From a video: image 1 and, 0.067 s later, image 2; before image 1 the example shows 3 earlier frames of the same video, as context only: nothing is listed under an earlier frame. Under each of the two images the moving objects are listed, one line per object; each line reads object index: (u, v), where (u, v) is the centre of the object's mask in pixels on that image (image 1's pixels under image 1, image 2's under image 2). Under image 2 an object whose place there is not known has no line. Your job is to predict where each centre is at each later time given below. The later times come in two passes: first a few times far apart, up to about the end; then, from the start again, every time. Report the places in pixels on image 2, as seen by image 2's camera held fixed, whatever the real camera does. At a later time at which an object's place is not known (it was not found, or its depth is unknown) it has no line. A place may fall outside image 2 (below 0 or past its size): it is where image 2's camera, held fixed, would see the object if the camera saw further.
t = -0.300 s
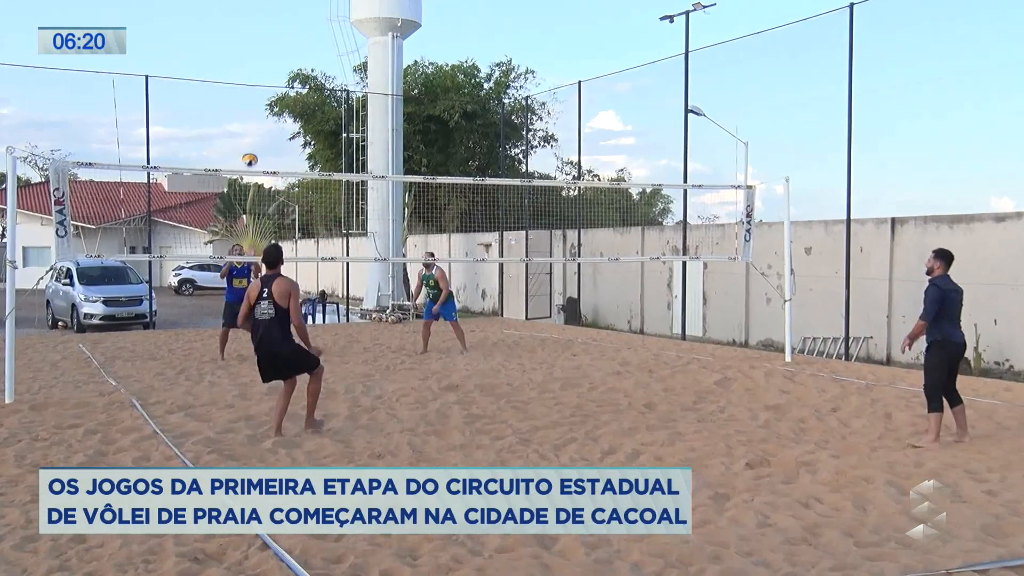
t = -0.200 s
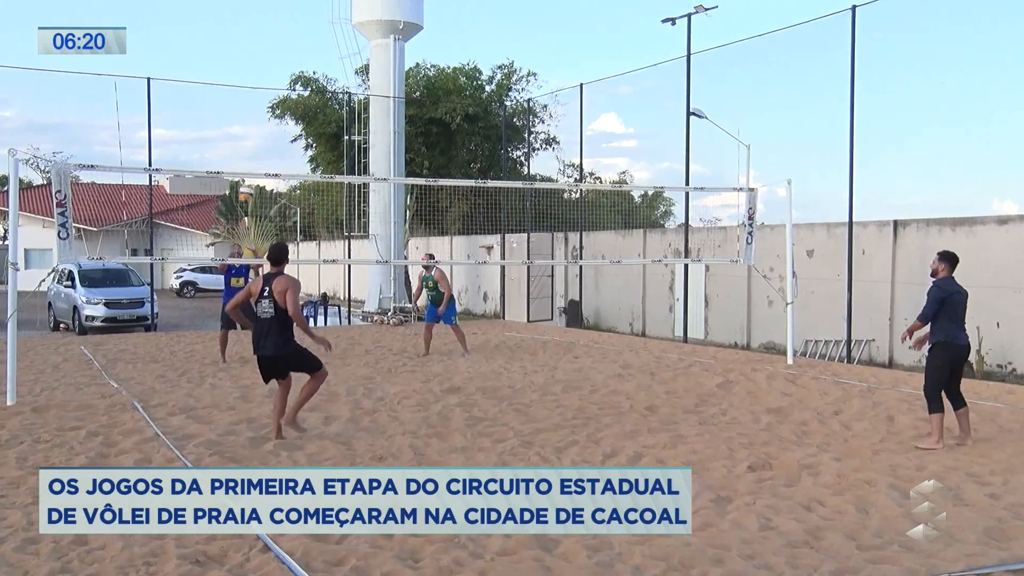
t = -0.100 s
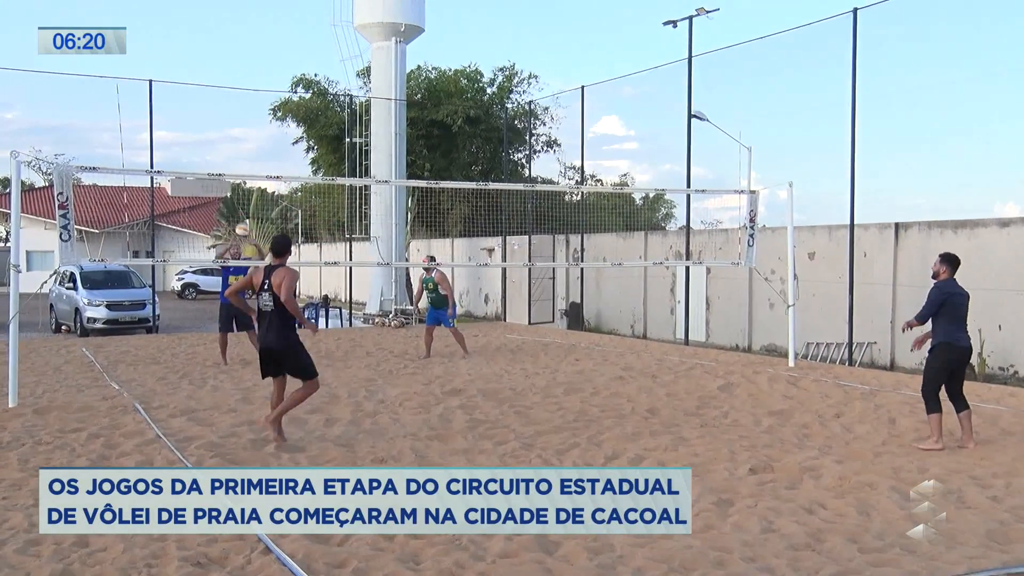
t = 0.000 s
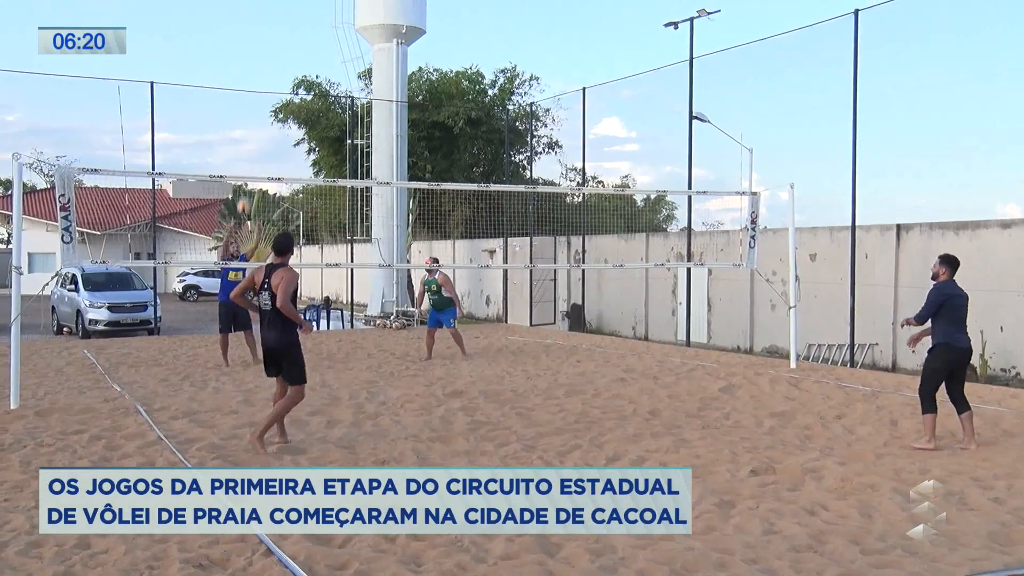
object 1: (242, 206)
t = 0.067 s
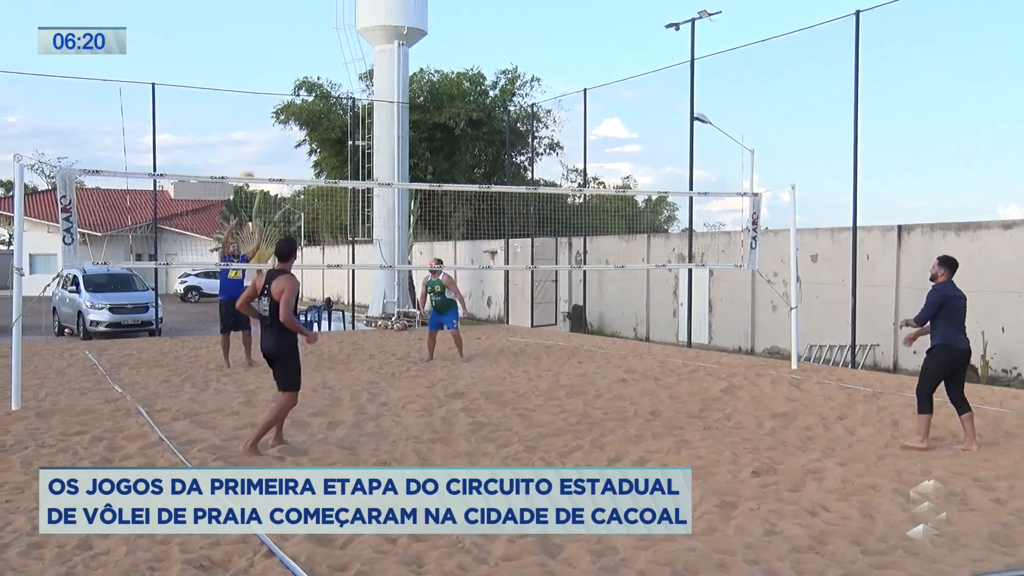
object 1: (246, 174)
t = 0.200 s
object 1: (248, 123)
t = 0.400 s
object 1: (251, 69)
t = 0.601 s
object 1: (254, 43)
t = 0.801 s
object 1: (258, 44)
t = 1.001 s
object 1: (261, 72)
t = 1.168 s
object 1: (264, 117)
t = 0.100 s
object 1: (246, 161)
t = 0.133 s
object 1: (247, 147)
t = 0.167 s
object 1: (247, 135)
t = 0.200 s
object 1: (248, 123)
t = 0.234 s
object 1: (248, 112)
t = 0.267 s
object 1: (249, 102)
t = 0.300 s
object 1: (249, 92)
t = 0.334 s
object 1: (250, 84)
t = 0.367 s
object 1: (250, 76)
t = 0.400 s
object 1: (251, 69)
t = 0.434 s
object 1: (251, 63)
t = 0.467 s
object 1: (252, 58)
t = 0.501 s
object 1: (253, 53)
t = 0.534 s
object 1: (253, 49)
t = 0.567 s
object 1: (253, 46)
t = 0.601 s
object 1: (254, 43)
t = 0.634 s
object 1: (255, 41)
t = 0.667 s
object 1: (256, 40)
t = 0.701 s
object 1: (256, 40)
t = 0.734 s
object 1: (257, 40)
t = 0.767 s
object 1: (257, 42)
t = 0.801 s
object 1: (258, 44)
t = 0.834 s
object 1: (259, 47)
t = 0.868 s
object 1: (259, 50)
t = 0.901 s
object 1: (260, 55)
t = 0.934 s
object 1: (260, 59)
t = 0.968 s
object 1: (261, 66)
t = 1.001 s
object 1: (261, 72)
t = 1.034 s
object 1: (262, 79)
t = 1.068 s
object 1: (263, 88)
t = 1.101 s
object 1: (263, 96)
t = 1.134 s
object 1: (264, 106)
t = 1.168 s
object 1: (264, 117)
